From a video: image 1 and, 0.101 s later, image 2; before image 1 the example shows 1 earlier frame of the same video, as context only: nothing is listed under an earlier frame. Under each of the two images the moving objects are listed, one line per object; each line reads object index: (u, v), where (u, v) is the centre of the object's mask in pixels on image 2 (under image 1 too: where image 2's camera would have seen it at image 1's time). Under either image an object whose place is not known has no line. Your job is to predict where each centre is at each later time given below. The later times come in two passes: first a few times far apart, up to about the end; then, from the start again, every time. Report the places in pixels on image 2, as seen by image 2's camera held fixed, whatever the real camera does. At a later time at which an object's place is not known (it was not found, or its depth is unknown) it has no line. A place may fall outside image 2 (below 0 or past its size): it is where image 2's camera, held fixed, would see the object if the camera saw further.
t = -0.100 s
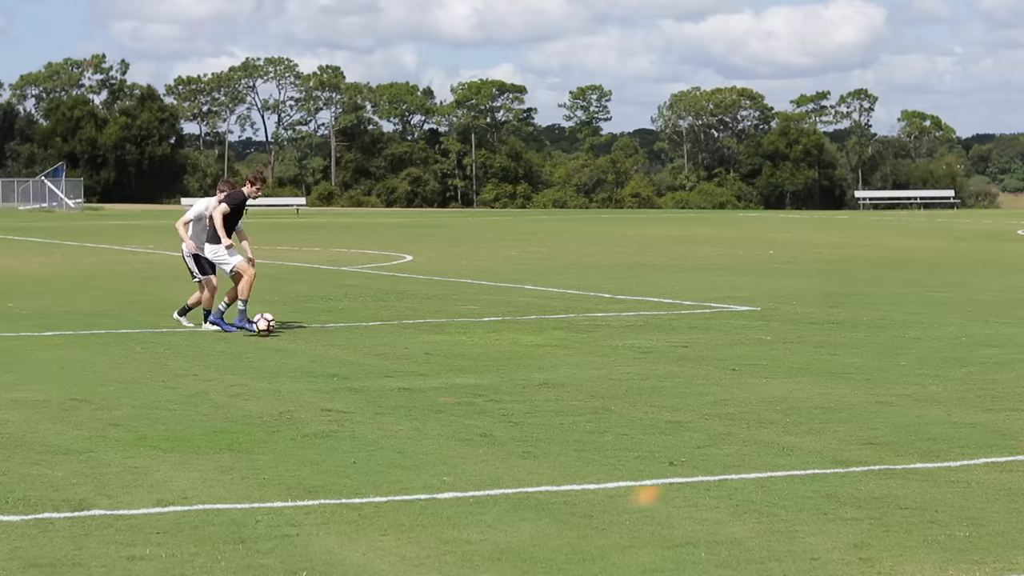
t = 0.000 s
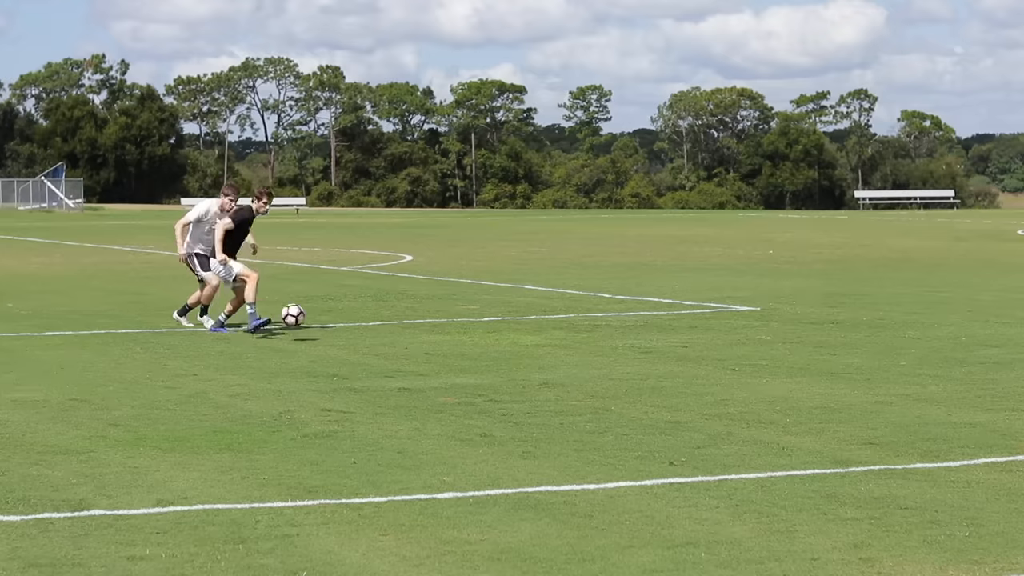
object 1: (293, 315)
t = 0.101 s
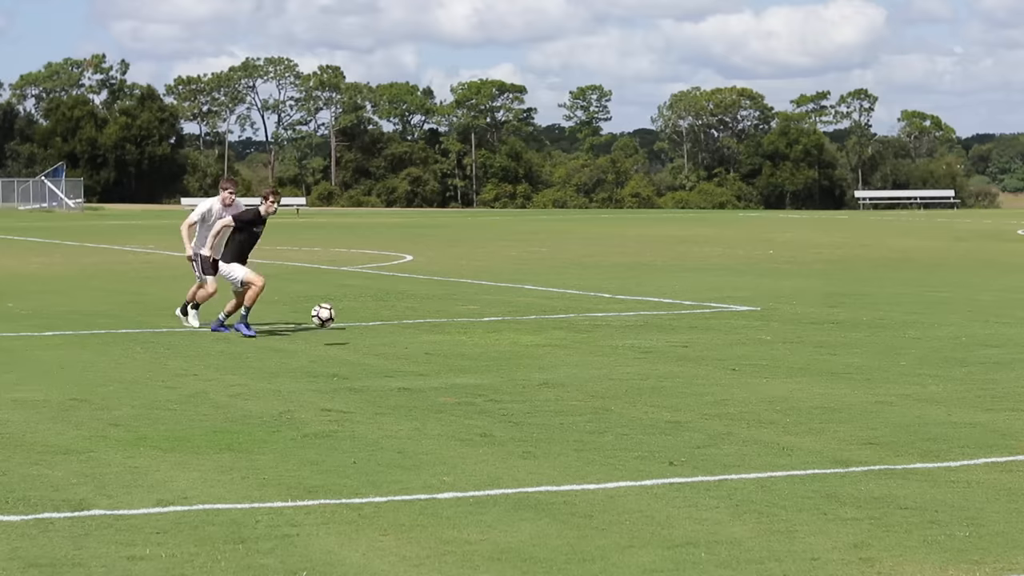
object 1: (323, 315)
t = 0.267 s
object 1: (376, 341)
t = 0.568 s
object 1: (447, 356)
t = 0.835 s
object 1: (501, 360)
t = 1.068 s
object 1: (551, 370)
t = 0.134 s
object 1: (333, 318)
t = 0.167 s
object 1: (343, 321)
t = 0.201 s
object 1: (354, 326)
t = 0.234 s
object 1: (364, 333)
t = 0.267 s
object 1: (376, 341)
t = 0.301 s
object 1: (385, 345)
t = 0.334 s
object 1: (393, 344)
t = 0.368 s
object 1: (400, 342)
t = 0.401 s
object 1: (408, 341)
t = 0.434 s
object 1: (416, 342)
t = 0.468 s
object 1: (424, 345)
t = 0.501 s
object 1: (431, 348)
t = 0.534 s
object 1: (440, 353)
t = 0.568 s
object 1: (447, 356)
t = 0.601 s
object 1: (454, 354)
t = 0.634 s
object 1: (461, 354)
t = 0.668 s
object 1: (467, 354)
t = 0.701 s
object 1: (474, 355)
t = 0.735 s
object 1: (481, 359)
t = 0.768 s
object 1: (488, 361)
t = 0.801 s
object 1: (495, 361)
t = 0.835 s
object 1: (501, 360)
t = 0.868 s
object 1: (509, 359)
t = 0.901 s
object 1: (515, 359)
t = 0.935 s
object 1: (523, 361)
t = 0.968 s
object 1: (530, 364)
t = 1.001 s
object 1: (537, 369)
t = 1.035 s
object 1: (544, 371)
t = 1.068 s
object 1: (551, 370)
